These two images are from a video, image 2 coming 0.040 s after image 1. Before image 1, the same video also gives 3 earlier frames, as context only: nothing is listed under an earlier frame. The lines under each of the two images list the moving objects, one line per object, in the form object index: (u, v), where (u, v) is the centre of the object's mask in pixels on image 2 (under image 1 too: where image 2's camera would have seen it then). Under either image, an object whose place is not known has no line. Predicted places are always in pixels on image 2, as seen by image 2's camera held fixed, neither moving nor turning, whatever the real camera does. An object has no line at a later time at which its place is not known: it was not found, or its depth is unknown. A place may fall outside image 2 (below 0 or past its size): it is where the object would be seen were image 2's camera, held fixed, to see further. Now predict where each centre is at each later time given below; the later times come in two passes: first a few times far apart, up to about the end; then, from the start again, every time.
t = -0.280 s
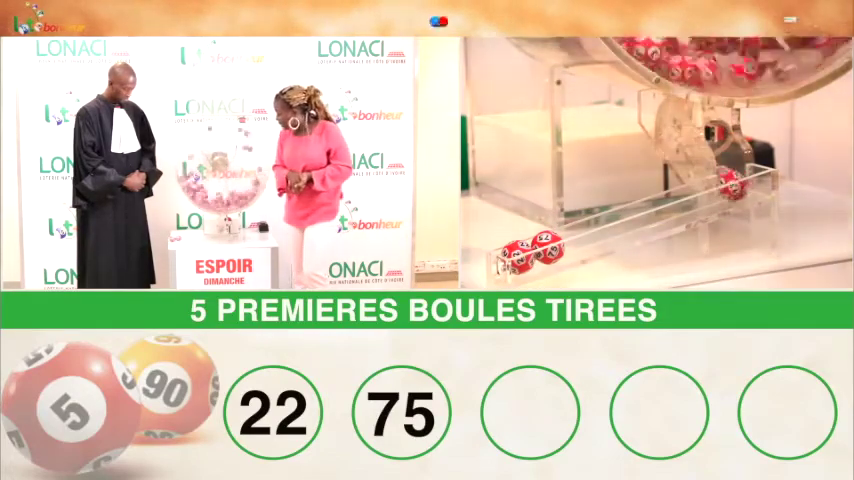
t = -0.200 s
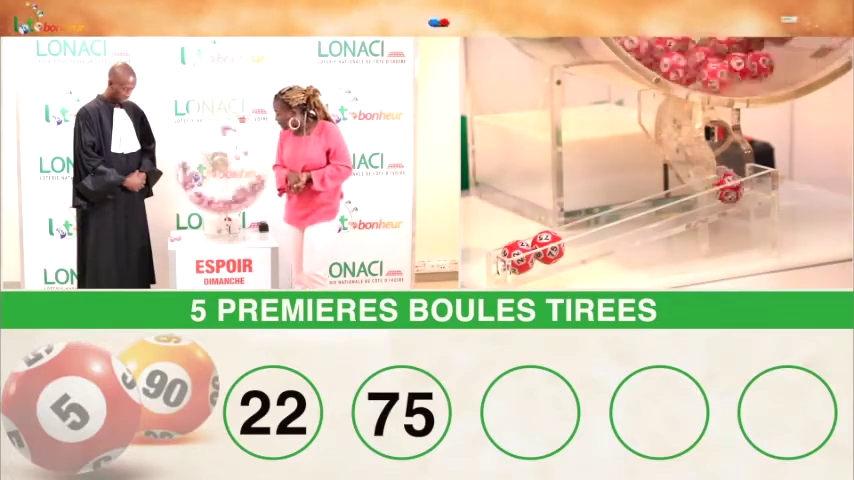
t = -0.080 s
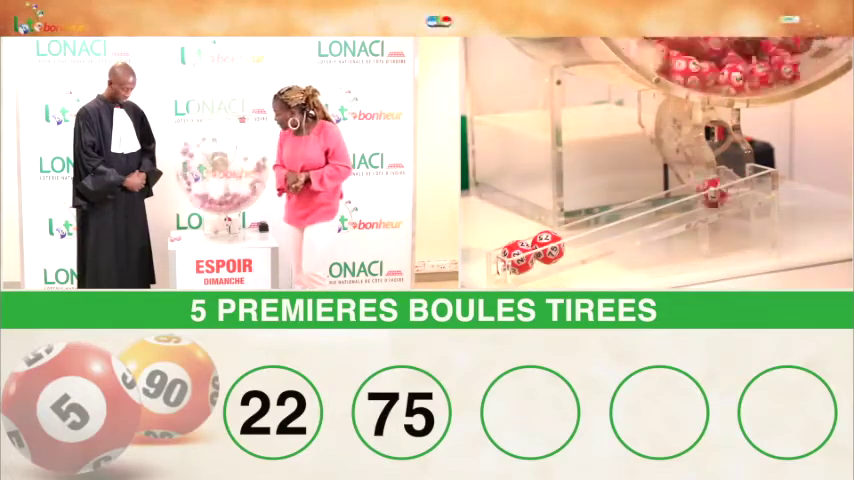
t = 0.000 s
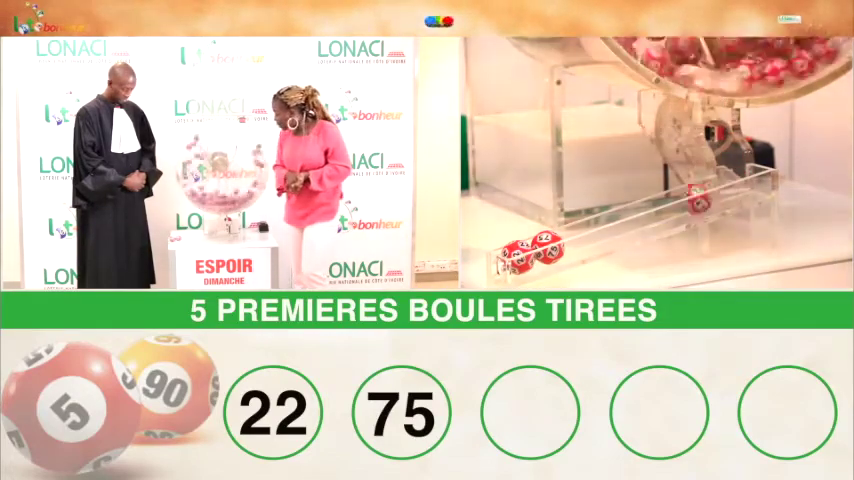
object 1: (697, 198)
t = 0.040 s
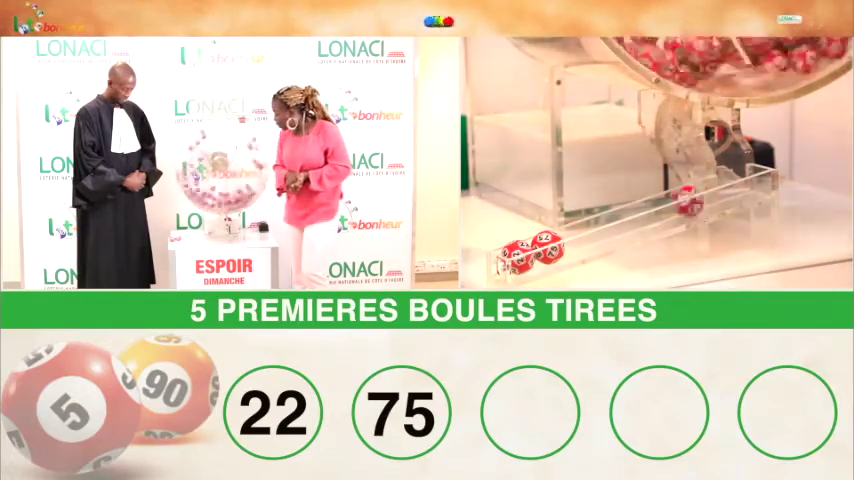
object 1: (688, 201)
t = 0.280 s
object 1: (609, 227)
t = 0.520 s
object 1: (586, 234)
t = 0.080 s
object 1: (678, 205)
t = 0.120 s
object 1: (667, 209)
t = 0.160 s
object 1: (654, 213)
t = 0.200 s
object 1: (641, 216)
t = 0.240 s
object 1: (624, 221)
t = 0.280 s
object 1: (609, 227)
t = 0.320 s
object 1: (592, 233)
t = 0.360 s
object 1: (577, 237)
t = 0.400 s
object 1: (584, 235)
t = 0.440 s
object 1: (587, 234)
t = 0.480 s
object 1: (587, 234)
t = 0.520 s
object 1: (586, 234)
